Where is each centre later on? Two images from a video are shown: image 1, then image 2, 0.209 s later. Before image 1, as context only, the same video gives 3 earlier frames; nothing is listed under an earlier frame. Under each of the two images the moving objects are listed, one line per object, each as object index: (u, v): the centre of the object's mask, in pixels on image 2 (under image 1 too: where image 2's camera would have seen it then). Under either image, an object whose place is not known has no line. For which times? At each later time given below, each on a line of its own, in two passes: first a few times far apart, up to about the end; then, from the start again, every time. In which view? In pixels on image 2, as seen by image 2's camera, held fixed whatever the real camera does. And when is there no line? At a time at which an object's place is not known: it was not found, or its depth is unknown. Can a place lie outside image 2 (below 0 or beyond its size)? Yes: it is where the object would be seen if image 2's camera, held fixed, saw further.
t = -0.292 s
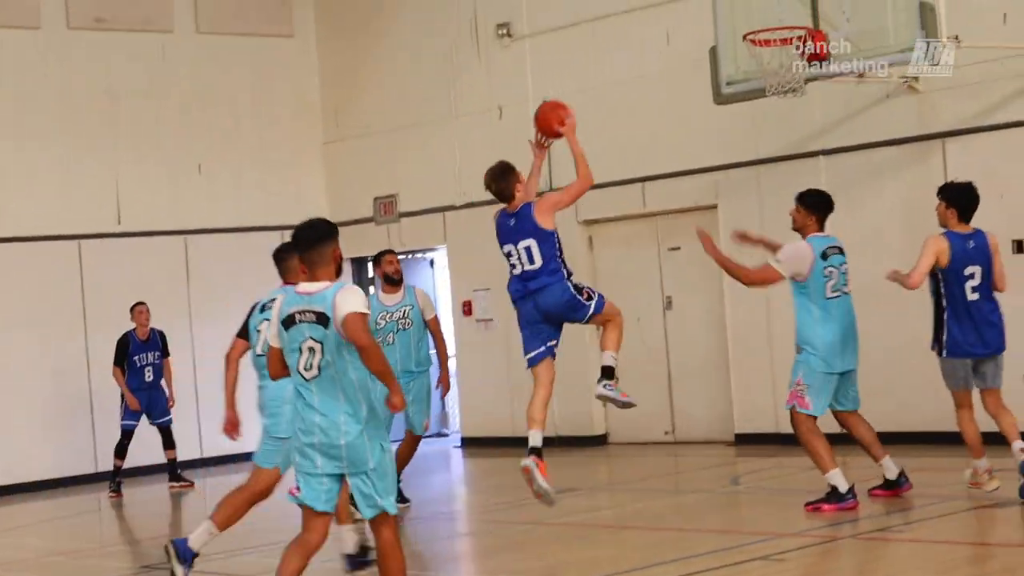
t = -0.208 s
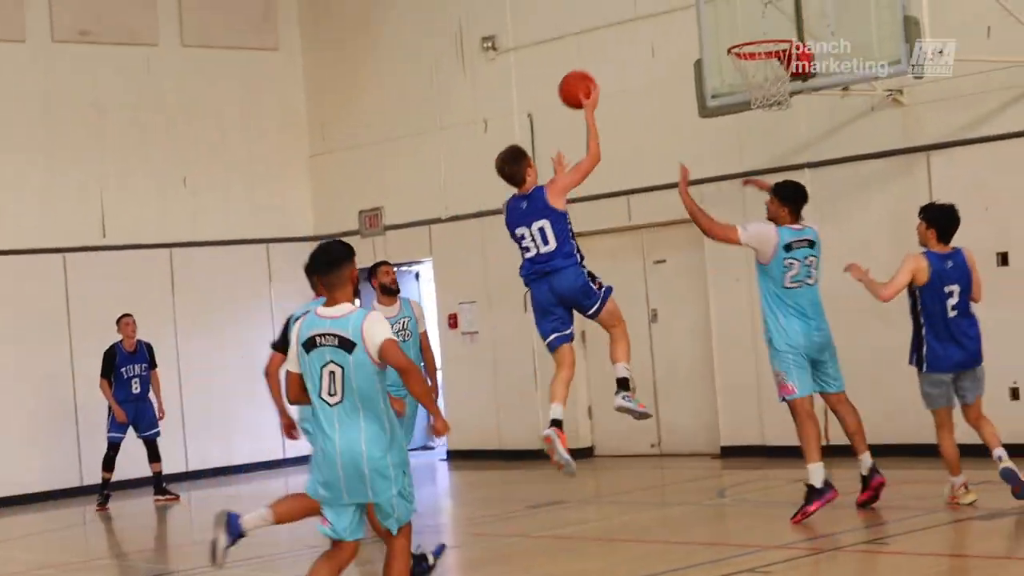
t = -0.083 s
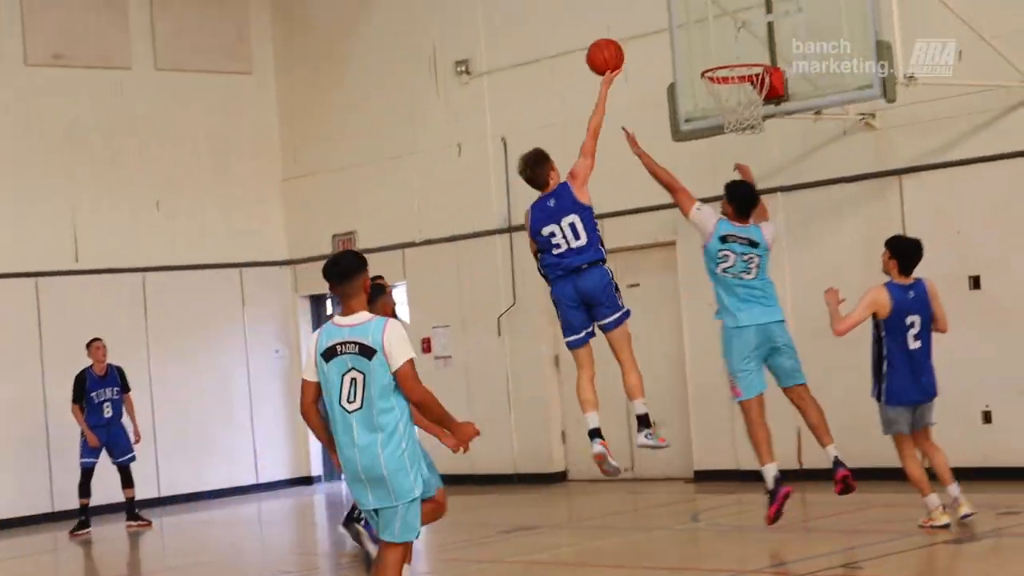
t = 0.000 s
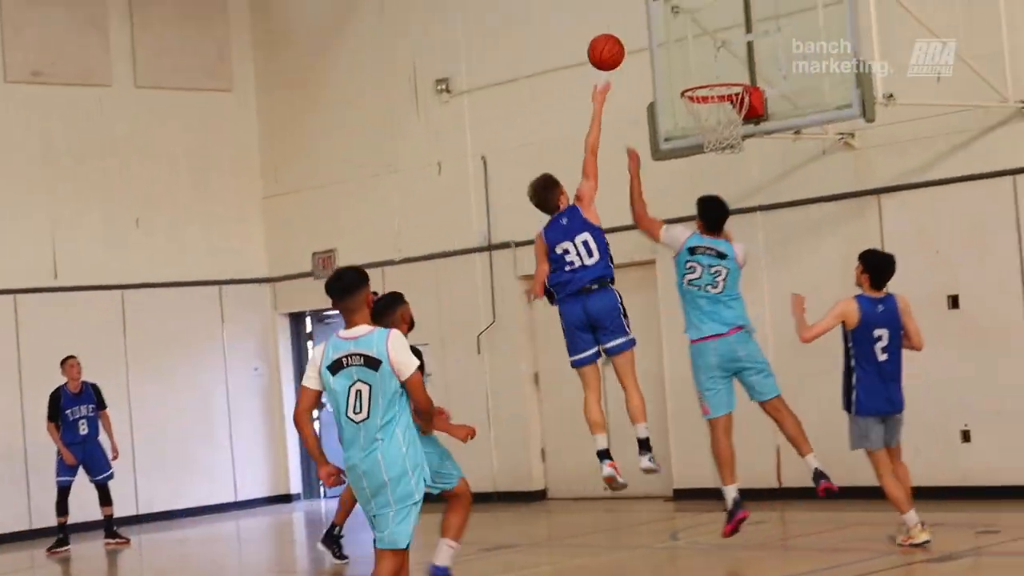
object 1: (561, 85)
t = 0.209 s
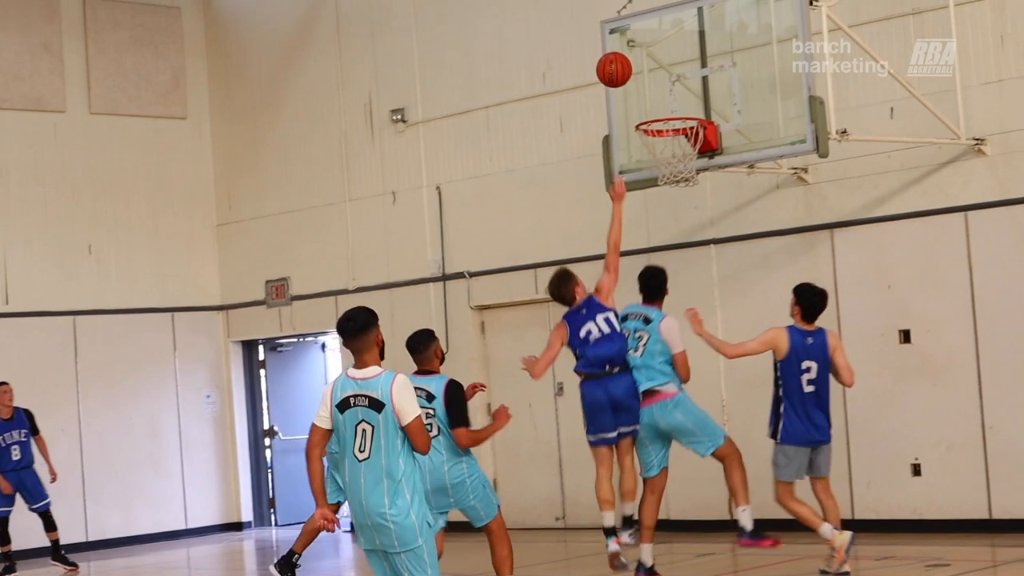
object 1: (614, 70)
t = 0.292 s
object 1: (641, 84)
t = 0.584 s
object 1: (663, 144)
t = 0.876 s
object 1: (661, 157)
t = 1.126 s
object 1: (685, 203)
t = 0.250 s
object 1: (625, 73)
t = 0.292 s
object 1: (641, 84)
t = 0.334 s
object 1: (651, 93)
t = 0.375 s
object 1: (662, 104)
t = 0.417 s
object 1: (672, 119)
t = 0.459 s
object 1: (676, 129)
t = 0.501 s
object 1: (673, 134)
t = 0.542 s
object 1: (668, 141)
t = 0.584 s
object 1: (663, 144)
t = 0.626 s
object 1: (659, 143)
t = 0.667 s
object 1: (656, 143)
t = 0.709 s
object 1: (655, 142)
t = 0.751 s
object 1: (654, 143)
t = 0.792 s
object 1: (656, 148)
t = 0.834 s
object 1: (658, 153)
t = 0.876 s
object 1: (661, 157)
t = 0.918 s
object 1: (664, 162)
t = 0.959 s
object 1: (668, 169)
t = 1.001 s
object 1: (674, 175)
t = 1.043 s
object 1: (677, 182)
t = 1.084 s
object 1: (681, 193)
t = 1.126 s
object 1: (685, 203)
